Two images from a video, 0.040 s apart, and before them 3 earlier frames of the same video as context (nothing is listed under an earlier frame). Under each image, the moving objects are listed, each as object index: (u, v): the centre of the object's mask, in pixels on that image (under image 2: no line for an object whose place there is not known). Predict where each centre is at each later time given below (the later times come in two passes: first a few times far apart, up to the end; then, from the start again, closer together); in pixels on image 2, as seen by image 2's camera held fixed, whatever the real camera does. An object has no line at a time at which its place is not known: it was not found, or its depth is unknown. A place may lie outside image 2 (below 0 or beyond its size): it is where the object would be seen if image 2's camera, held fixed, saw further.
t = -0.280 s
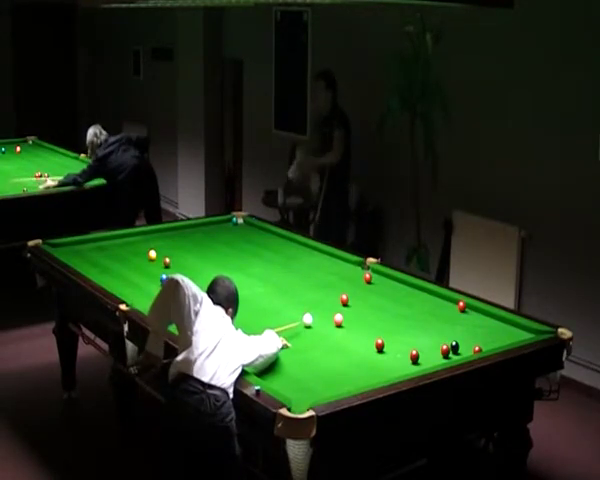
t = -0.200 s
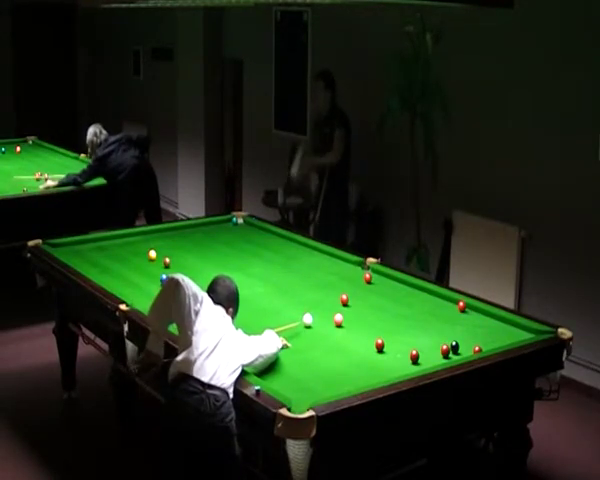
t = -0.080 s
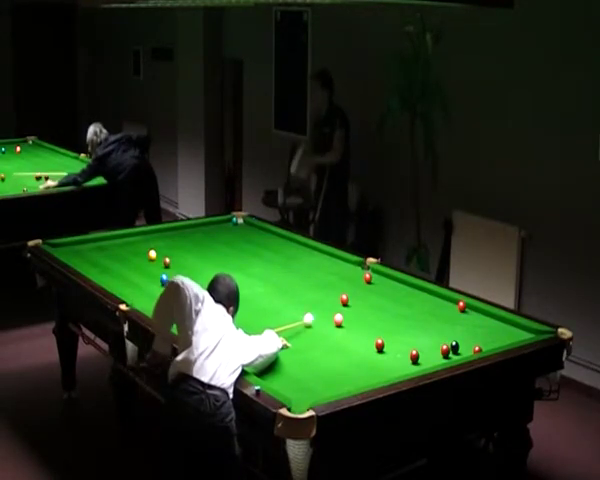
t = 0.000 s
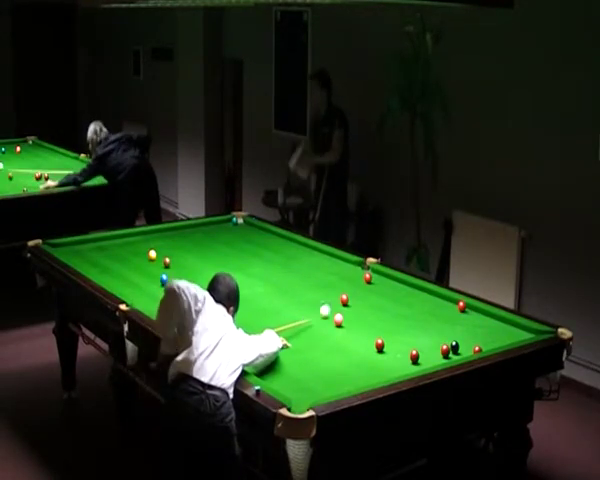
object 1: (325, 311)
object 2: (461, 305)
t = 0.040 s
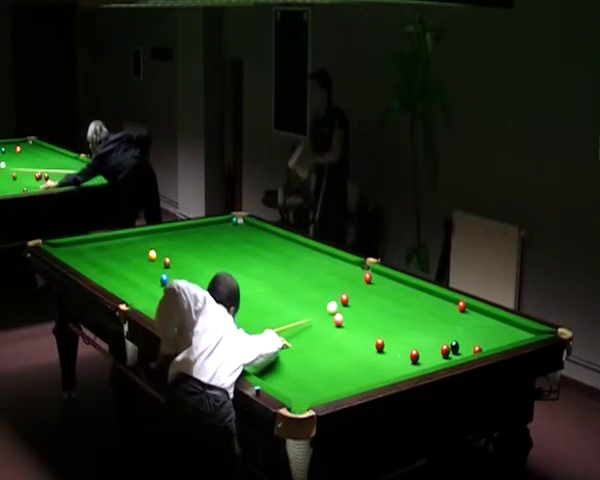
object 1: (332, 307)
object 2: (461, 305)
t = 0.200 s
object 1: (352, 301)
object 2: (461, 305)
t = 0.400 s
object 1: (371, 302)
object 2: (461, 305)
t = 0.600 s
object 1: (388, 302)
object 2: (461, 305)
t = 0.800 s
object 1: (405, 302)
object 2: (461, 305)
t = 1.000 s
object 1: (422, 302)
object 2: (461, 305)
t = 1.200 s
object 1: (437, 302)
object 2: (461, 305)
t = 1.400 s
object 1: (452, 302)
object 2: (461, 305)
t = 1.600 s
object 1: (458, 302)
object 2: (462, 307)
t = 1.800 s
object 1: (456, 303)
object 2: (464, 309)
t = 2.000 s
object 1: (453, 304)
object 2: (465, 310)
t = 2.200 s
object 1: (451, 304)
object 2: (467, 312)
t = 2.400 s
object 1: (449, 305)
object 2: (468, 313)
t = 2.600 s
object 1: (448, 305)
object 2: (469, 314)
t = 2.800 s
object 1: (447, 305)
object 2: (470, 316)
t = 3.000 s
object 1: (447, 305)
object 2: (470, 317)
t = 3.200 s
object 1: (447, 305)
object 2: (470, 317)
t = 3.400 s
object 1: (447, 305)
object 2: (470, 318)
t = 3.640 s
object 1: (447, 305)
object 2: (471, 318)
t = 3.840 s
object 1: (447, 305)
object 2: (471, 318)
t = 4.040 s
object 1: (447, 305)
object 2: (471, 318)
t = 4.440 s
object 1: (448, 305)
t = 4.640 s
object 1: (447, 305)
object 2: (471, 319)
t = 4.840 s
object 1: (447, 305)
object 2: (471, 318)
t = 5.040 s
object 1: (447, 305)
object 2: (471, 318)
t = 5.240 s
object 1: (447, 305)
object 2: (471, 318)
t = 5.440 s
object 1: (447, 305)
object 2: (471, 318)
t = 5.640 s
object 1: (447, 305)
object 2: (471, 318)
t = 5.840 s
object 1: (447, 305)
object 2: (471, 318)
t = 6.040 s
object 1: (447, 305)
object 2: (471, 318)
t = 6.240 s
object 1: (447, 305)
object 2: (471, 318)
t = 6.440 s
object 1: (447, 305)
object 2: (471, 318)
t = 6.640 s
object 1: (447, 305)
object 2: (471, 318)
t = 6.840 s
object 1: (447, 305)
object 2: (471, 318)
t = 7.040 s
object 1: (447, 305)
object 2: (470, 318)
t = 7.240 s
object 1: (447, 305)
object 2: (471, 318)
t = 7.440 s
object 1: (447, 305)
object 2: (471, 318)
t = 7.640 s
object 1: (447, 305)
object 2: (471, 318)
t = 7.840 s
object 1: (447, 305)
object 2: (471, 318)
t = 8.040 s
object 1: (447, 305)
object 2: (471, 318)
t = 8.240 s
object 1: (447, 305)
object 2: (471, 318)
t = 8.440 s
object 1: (447, 305)
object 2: (471, 318)
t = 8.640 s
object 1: (447, 305)
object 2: (471, 318)
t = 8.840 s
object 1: (447, 305)
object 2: (471, 318)
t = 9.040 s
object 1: (447, 305)
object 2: (471, 318)
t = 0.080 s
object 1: (338, 303)
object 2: (461, 305)
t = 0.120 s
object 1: (345, 301)
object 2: (461, 305)
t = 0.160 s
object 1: (349, 302)
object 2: (461, 305)
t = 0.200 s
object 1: (352, 301)
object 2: (461, 305)
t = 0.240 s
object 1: (356, 301)
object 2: (461, 305)
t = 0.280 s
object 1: (360, 302)
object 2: (461, 305)
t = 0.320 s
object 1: (363, 302)
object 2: (461, 305)
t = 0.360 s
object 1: (367, 302)
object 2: (461, 305)
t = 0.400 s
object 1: (371, 302)
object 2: (461, 305)
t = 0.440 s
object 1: (374, 302)
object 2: (461, 305)
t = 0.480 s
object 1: (378, 302)
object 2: (461, 305)
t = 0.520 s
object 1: (381, 302)
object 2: (461, 305)
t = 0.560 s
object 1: (385, 302)
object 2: (461, 305)
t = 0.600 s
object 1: (388, 302)
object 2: (461, 305)
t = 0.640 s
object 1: (392, 302)
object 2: (461, 305)
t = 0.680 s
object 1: (395, 302)
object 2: (461, 305)
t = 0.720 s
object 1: (399, 302)
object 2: (461, 305)
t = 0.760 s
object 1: (402, 302)
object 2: (461, 305)
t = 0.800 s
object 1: (405, 302)
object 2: (461, 305)
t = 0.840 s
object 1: (409, 302)
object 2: (461, 305)
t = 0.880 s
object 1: (412, 302)
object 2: (461, 305)
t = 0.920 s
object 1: (416, 302)
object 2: (461, 305)
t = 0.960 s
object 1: (419, 302)
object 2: (461, 305)
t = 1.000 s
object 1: (422, 302)
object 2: (461, 305)
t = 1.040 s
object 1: (425, 302)
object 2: (461, 305)
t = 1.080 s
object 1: (428, 302)
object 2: (461, 305)
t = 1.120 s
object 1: (431, 302)
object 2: (461, 305)
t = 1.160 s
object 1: (434, 302)
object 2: (461, 305)
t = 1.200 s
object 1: (437, 302)
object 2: (461, 305)
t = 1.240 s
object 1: (440, 302)
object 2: (461, 305)
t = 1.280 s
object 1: (444, 302)
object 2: (461, 305)
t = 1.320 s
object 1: (446, 302)
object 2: (461, 305)
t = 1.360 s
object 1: (449, 302)
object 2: (461, 305)
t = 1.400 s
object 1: (452, 302)
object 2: (461, 305)
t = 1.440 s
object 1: (455, 302)
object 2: (462, 306)
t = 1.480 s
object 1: (457, 301)
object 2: (462, 306)
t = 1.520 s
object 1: (458, 301)
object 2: (462, 306)
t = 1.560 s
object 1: (458, 302)
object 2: (462, 306)
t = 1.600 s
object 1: (458, 302)
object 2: (462, 307)
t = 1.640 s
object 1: (457, 302)
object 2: (462, 307)
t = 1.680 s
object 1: (457, 303)
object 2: (463, 307)
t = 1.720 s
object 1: (456, 303)
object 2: (463, 308)
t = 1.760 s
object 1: (456, 303)
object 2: (464, 308)
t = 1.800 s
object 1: (456, 303)
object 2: (464, 309)
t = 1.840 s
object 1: (455, 303)
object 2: (464, 309)
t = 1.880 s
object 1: (455, 304)
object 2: (464, 309)
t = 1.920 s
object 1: (454, 304)
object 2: (465, 309)
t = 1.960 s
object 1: (454, 304)
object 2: (465, 309)
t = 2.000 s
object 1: (453, 304)
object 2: (465, 310)
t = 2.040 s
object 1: (453, 304)
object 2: (465, 310)
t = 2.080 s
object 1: (452, 304)
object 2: (466, 311)
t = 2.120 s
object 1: (452, 304)
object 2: (466, 311)
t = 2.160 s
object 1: (451, 304)
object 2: (467, 312)
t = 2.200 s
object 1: (451, 304)
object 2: (467, 312)
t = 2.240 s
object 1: (451, 304)
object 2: (467, 312)
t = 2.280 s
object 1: (450, 304)
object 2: (467, 312)
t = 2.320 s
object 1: (450, 305)
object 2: (467, 313)
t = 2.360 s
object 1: (450, 305)
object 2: (468, 313)
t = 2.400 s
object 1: (449, 305)
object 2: (468, 313)
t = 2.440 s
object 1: (449, 305)
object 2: (468, 313)
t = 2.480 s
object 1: (449, 305)
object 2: (468, 314)
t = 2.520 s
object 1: (449, 305)
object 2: (468, 314)
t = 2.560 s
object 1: (448, 305)
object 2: (468, 314)
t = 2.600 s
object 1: (448, 305)
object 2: (469, 314)
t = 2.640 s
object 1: (448, 305)
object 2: (469, 315)
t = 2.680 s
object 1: (448, 305)
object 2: (469, 314)
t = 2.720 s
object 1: (448, 305)
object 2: (469, 315)
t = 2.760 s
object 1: (448, 305)
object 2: (469, 315)
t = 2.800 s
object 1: (447, 305)
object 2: (470, 316)
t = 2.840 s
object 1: (447, 305)
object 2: (470, 316)
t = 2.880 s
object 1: (447, 305)
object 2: (470, 316)
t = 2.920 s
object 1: (447, 305)
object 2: (470, 316)
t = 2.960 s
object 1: (447, 305)
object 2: (470, 317)
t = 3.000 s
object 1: (447, 305)
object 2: (470, 317)
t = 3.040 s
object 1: (447, 305)
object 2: (470, 317)
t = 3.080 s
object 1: (447, 305)
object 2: (470, 317)
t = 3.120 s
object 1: (447, 305)
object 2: (470, 317)
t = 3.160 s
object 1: (447, 305)
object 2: (470, 317)
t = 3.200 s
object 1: (447, 305)
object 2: (470, 317)
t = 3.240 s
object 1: (447, 305)
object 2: (470, 317)
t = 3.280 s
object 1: (447, 305)
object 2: (470, 317)
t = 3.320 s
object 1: (447, 305)
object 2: (470, 317)
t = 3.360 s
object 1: (447, 305)
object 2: (470, 317)
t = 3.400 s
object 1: (447, 305)
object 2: (470, 318)
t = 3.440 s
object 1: (447, 305)
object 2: (470, 318)
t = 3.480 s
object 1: (447, 305)
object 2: (471, 318)
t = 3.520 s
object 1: (447, 305)
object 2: (471, 318)
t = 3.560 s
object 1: (447, 305)
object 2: (471, 318)
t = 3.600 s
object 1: (447, 305)
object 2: (471, 318)
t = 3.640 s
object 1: (447, 305)
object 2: (471, 318)
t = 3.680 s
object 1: (447, 305)
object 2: (471, 318)
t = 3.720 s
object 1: (447, 305)
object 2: (471, 318)
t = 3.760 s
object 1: (447, 305)
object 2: (471, 318)
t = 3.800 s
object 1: (447, 305)
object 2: (471, 318)
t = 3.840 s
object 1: (447, 305)
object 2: (471, 318)
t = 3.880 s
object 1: (447, 305)
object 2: (471, 318)
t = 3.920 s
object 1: (447, 305)
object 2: (471, 318)
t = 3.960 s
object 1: (447, 305)
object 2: (471, 318)
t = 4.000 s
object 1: (447, 305)
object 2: (471, 318)
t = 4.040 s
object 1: (447, 305)
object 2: (471, 318)
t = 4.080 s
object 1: (448, 304)
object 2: (471, 318)
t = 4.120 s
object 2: (471, 318)
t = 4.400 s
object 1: (446, 304)
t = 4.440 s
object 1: (448, 305)
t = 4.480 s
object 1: (447, 305)
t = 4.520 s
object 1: (447, 305)
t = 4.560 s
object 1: (447, 305)
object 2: (469, 318)
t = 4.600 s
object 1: (447, 305)
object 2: (471, 319)
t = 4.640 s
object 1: (447, 305)
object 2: (471, 319)
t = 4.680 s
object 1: (447, 305)
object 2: (471, 318)
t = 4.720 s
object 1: (447, 305)
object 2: (471, 318)
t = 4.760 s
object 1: (447, 305)
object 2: (471, 318)
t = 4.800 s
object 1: (447, 305)
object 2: (471, 318)
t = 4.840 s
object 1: (447, 305)
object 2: (471, 318)
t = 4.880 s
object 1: (447, 305)
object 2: (471, 318)
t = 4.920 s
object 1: (447, 305)
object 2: (471, 318)
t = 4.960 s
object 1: (447, 305)
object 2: (471, 318)
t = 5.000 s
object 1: (447, 305)
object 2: (471, 318)
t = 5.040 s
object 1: (447, 305)
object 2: (471, 318)
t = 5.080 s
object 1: (447, 305)
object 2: (471, 318)
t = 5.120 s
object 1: (447, 305)
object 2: (471, 318)
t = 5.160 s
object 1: (447, 305)
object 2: (471, 318)
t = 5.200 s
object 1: (447, 305)
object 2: (471, 318)
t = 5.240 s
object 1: (447, 305)
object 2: (471, 318)
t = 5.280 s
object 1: (447, 305)
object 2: (471, 318)
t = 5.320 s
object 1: (447, 305)
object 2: (471, 318)
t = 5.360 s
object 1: (447, 305)
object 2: (471, 318)
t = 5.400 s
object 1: (447, 305)
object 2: (471, 318)
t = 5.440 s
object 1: (447, 305)
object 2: (471, 318)
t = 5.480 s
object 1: (447, 305)
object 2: (471, 318)
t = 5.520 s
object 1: (447, 305)
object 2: (471, 318)
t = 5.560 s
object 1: (447, 305)
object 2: (471, 318)
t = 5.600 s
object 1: (447, 305)
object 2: (471, 318)
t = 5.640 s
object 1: (447, 305)
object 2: (471, 318)
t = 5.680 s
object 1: (447, 305)
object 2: (471, 318)
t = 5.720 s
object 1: (447, 305)
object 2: (471, 318)
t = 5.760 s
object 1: (447, 305)
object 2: (471, 318)
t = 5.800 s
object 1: (447, 305)
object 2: (471, 318)
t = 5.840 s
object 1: (447, 305)
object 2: (471, 318)
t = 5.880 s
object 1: (447, 305)
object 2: (471, 318)
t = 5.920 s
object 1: (447, 305)
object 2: (471, 318)
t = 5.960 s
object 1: (447, 305)
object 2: (471, 318)
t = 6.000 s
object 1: (447, 305)
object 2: (471, 318)
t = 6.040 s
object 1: (447, 305)
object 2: (471, 318)
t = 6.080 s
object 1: (447, 305)
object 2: (471, 318)
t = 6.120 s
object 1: (447, 305)
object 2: (471, 318)
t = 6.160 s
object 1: (447, 305)
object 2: (471, 318)
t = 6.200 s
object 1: (447, 305)
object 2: (471, 318)
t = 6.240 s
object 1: (447, 305)
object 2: (471, 318)
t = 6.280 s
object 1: (447, 305)
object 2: (471, 318)
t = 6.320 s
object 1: (447, 305)
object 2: (471, 318)
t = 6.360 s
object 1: (447, 305)
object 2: (471, 318)
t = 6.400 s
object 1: (447, 305)
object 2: (471, 318)
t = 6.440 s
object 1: (447, 305)
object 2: (471, 318)
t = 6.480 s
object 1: (447, 305)
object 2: (471, 318)
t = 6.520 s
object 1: (447, 305)
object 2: (471, 318)
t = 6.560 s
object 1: (447, 305)
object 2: (471, 318)
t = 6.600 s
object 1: (447, 305)
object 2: (471, 318)
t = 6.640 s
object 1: (447, 305)
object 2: (471, 318)
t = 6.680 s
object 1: (447, 305)
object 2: (471, 318)
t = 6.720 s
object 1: (447, 305)
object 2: (471, 318)
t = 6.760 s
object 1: (447, 305)
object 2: (471, 318)
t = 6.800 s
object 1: (447, 305)
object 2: (471, 318)
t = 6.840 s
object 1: (447, 305)
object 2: (471, 318)
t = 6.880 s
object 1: (447, 305)
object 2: (471, 318)
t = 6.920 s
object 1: (447, 305)
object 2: (471, 318)
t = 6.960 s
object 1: (447, 305)
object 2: (471, 318)
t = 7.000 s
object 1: (447, 305)
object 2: (471, 318)
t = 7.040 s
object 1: (447, 305)
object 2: (470, 318)
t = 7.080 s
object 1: (447, 305)
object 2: (471, 318)
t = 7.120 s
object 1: (447, 305)
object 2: (471, 318)
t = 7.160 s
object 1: (447, 305)
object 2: (471, 318)
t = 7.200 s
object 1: (447, 305)
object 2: (471, 318)
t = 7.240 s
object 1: (447, 305)
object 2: (471, 318)
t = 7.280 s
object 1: (447, 305)
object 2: (471, 318)
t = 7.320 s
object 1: (447, 305)
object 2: (471, 318)
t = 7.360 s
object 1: (447, 305)
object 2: (471, 318)
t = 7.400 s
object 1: (447, 305)
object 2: (471, 318)
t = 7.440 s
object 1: (447, 305)
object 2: (471, 318)
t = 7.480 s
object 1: (447, 305)
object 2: (471, 318)
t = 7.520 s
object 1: (447, 305)
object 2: (471, 318)
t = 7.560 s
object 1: (447, 305)
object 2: (471, 318)
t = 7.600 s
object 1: (447, 305)
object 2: (471, 318)
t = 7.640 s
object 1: (447, 305)
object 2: (471, 318)
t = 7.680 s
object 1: (447, 305)
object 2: (471, 318)
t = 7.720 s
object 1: (447, 305)
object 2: (471, 318)
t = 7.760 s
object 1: (447, 305)
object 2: (471, 318)
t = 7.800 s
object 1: (447, 305)
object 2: (471, 318)
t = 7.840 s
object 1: (447, 305)
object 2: (471, 318)
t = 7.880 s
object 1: (447, 305)
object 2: (471, 318)
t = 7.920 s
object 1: (447, 305)
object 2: (471, 318)
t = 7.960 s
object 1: (447, 305)
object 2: (471, 318)
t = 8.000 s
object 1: (447, 305)
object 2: (471, 318)
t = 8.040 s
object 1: (447, 305)
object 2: (471, 318)
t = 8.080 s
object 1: (447, 305)
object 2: (471, 318)
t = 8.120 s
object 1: (447, 305)
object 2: (471, 318)
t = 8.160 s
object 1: (447, 305)
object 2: (471, 318)
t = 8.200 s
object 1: (447, 305)
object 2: (471, 318)
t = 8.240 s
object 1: (447, 305)
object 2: (471, 318)
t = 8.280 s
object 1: (447, 305)
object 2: (471, 318)
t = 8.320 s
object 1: (447, 305)
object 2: (471, 318)
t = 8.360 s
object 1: (447, 305)
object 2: (471, 318)
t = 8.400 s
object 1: (447, 305)
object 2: (471, 318)
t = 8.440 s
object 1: (447, 305)
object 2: (471, 318)
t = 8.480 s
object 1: (447, 305)
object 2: (471, 318)
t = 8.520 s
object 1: (447, 305)
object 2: (471, 318)
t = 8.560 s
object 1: (447, 305)
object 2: (471, 318)
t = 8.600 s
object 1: (447, 305)
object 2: (471, 318)
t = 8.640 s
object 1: (447, 305)
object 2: (471, 318)
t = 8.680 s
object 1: (447, 305)
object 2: (471, 318)
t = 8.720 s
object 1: (447, 305)
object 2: (471, 318)
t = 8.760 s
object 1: (447, 305)
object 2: (471, 318)
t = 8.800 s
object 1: (447, 305)
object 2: (471, 318)
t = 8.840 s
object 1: (447, 305)
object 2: (471, 318)
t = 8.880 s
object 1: (447, 305)
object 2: (471, 318)
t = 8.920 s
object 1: (447, 305)
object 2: (471, 318)
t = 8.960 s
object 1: (447, 305)
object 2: (471, 318)
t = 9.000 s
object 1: (447, 305)
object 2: (471, 318)
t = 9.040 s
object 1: (447, 305)
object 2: (471, 318)
